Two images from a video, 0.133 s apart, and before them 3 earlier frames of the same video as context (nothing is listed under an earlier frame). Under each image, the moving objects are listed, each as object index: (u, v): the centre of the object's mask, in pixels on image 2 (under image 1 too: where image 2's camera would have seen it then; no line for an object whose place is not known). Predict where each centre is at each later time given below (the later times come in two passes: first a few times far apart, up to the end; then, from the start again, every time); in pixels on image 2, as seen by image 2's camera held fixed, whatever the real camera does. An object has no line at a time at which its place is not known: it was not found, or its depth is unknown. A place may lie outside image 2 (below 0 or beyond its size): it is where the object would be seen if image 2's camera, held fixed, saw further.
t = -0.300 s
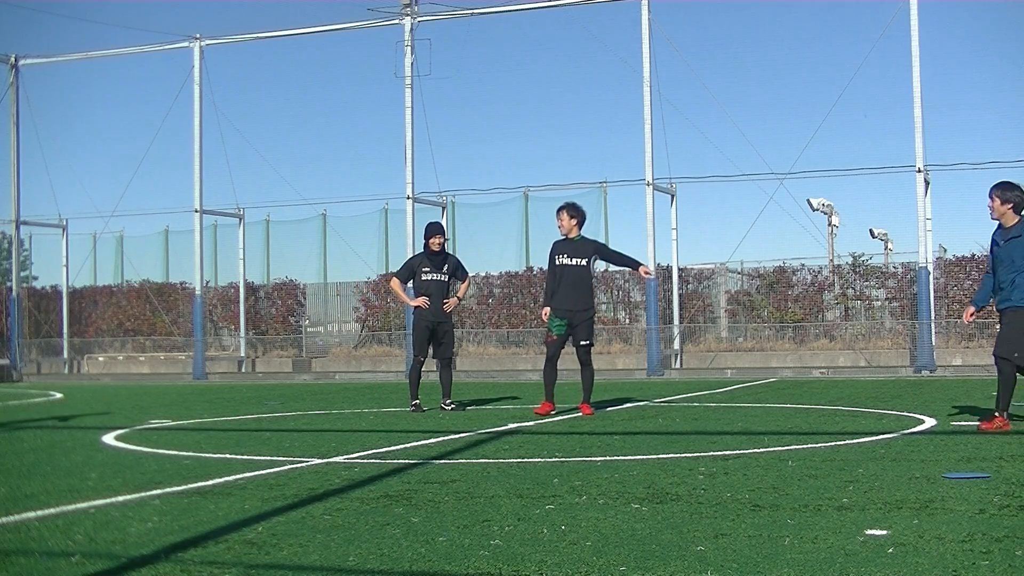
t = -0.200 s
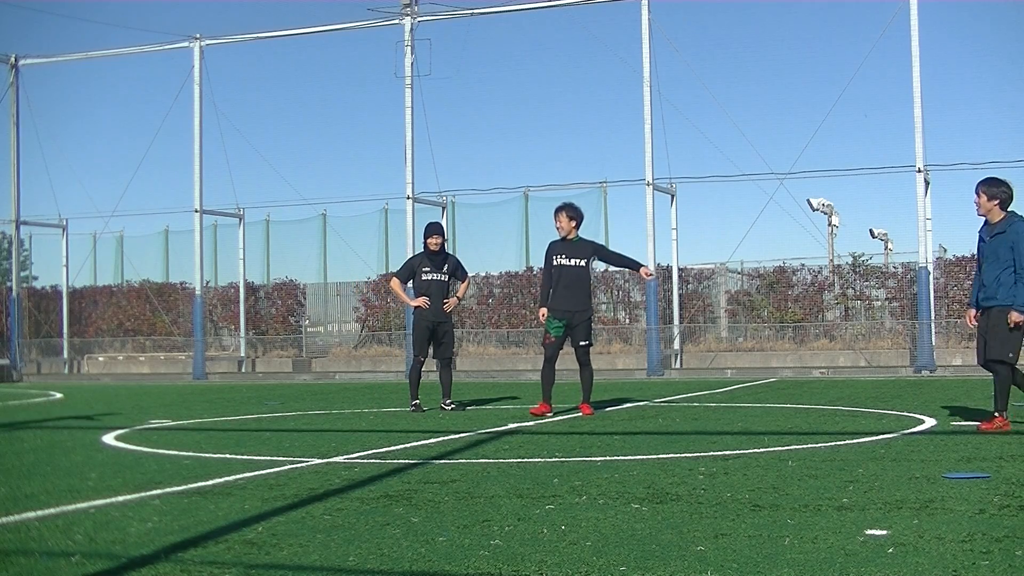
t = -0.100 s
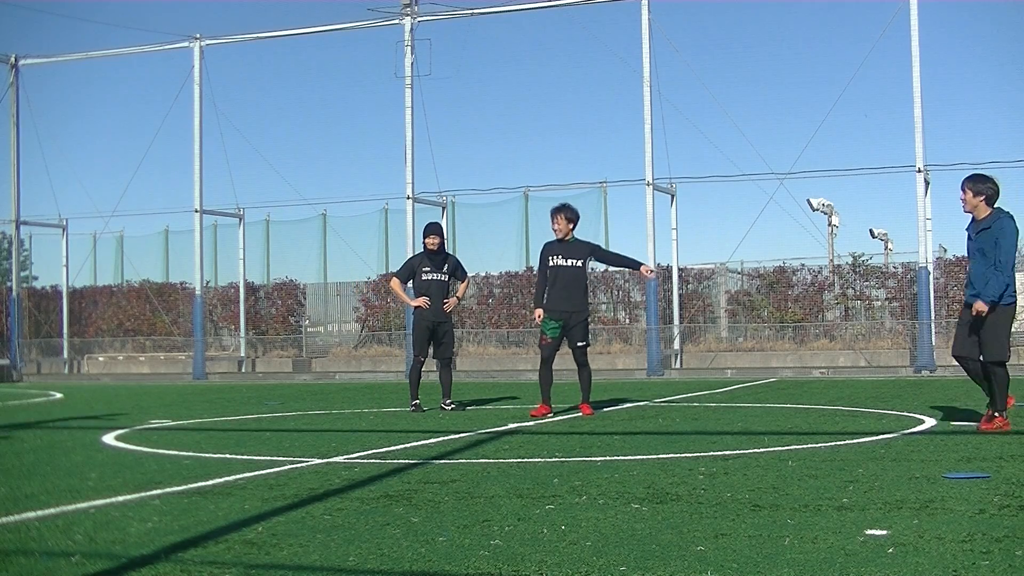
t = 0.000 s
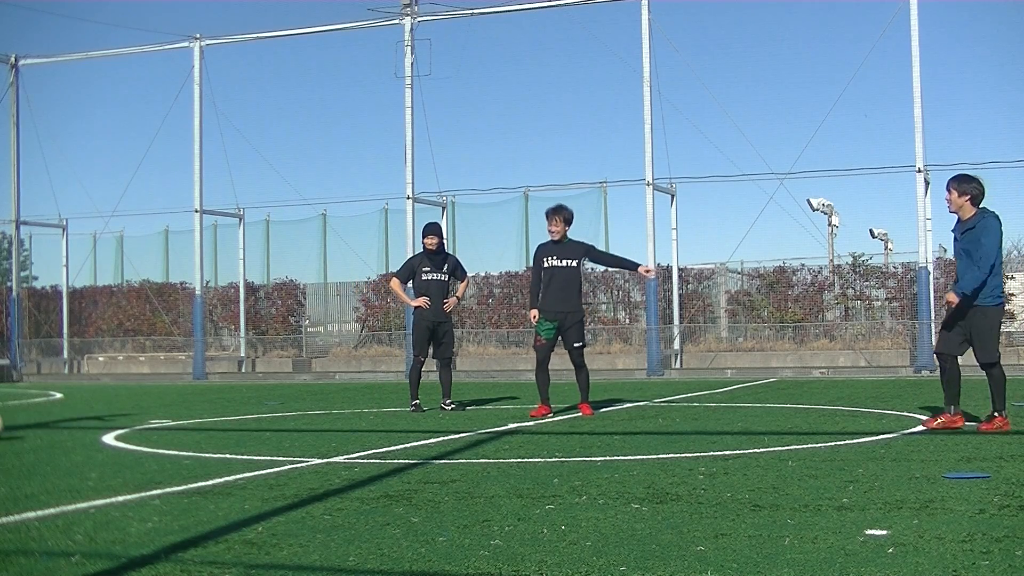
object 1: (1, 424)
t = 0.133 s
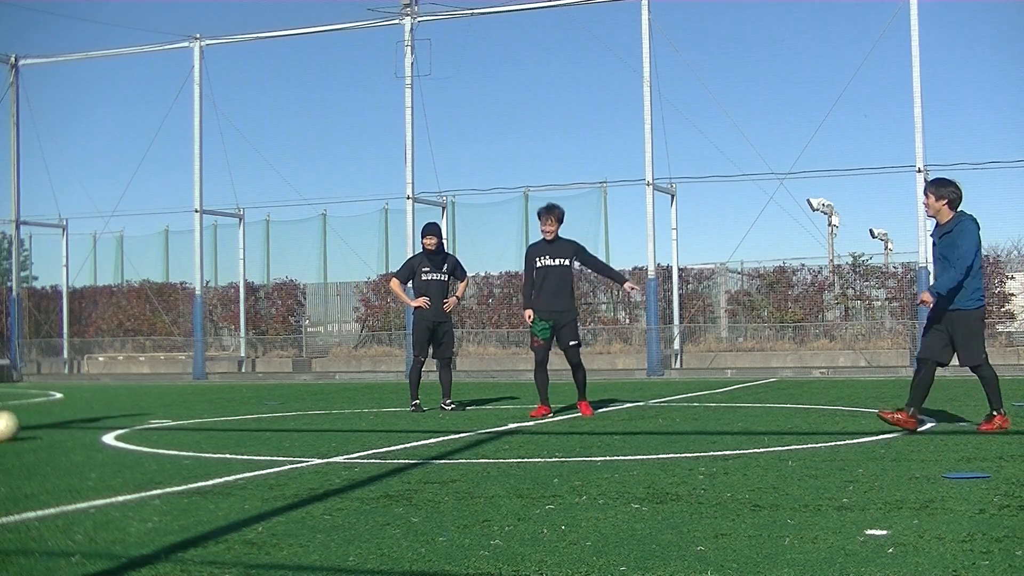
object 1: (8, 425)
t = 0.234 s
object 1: (15, 426)
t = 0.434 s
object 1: (37, 426)
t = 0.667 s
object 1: (60, 426)
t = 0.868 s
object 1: (77, 426)
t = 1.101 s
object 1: (94, 426)
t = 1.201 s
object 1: (102, 427)
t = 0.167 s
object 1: (10, 425)
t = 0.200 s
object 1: (12, 425)
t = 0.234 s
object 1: (15, 426)
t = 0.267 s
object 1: (18, 426)
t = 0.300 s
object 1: (22, 426)
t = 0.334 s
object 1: (26, 426)
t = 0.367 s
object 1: (30, 426)
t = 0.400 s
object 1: (33, 426)
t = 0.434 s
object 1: (37, 426)
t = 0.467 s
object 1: (41, 426)
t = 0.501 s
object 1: (44, 425)
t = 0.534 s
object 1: (48, 426)
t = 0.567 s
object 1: (51, 425)
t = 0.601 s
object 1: (54, 425)
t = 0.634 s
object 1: (57, 426)
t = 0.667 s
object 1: (60, 426)
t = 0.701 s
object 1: (63, 426)
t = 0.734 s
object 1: (66, 426)
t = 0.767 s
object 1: (69, 426)
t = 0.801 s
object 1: (72, 426)
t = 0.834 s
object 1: (74, 426)
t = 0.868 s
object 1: (77, 426)
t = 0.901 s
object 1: (79, 426)
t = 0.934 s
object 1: (81, 426)
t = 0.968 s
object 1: (84, 426)
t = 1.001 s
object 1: (87, 426)
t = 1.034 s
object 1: (89, 426)
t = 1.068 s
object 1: (92, 426)
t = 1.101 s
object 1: (94, 426)
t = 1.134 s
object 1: (97, 426)
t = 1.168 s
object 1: (99, 426)
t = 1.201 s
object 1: (102, 427)
